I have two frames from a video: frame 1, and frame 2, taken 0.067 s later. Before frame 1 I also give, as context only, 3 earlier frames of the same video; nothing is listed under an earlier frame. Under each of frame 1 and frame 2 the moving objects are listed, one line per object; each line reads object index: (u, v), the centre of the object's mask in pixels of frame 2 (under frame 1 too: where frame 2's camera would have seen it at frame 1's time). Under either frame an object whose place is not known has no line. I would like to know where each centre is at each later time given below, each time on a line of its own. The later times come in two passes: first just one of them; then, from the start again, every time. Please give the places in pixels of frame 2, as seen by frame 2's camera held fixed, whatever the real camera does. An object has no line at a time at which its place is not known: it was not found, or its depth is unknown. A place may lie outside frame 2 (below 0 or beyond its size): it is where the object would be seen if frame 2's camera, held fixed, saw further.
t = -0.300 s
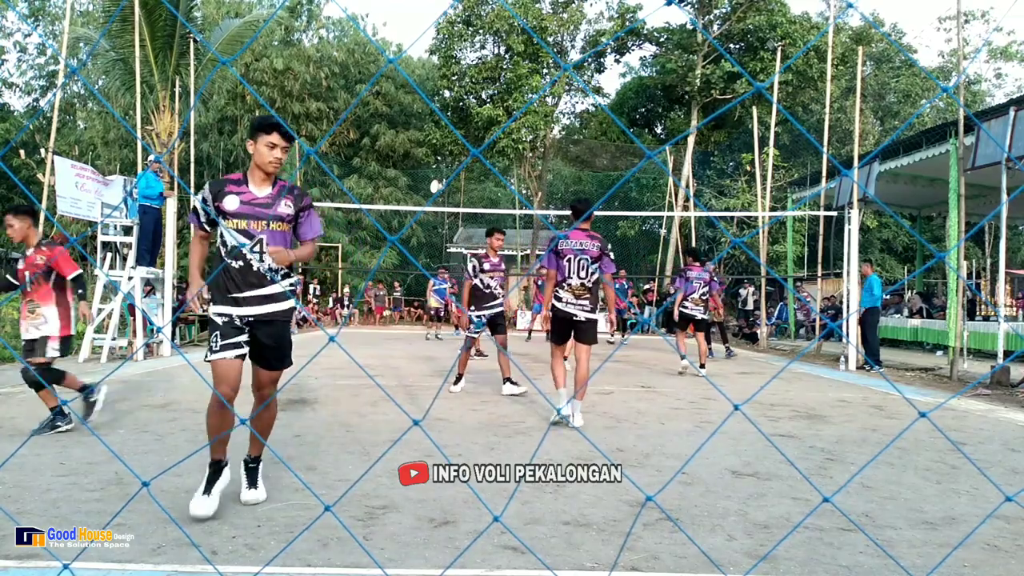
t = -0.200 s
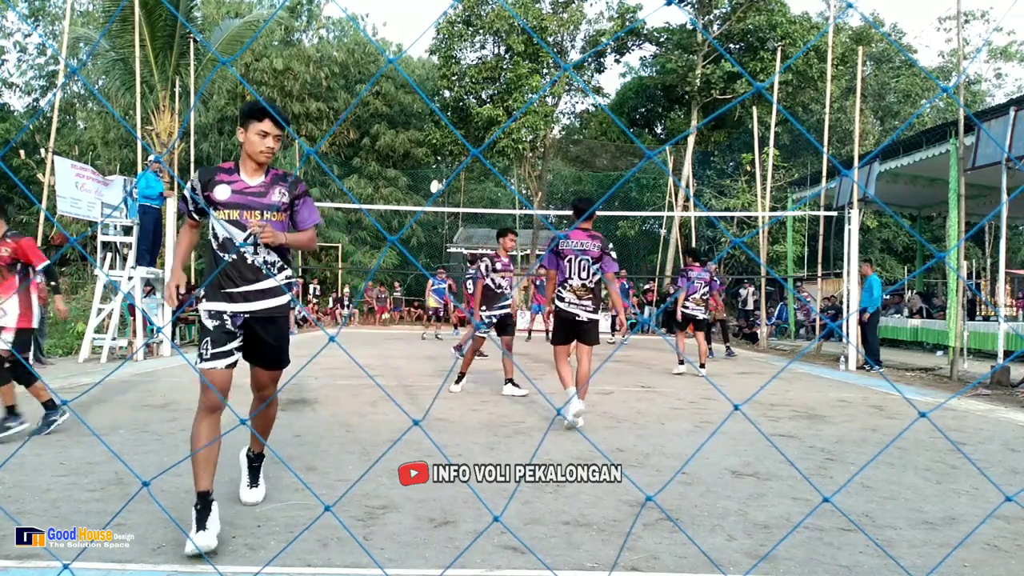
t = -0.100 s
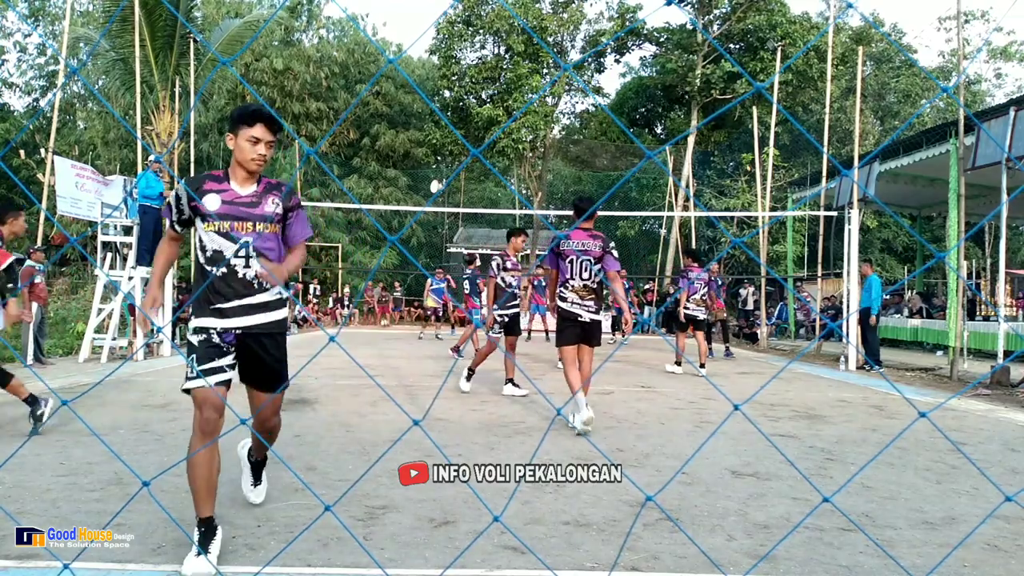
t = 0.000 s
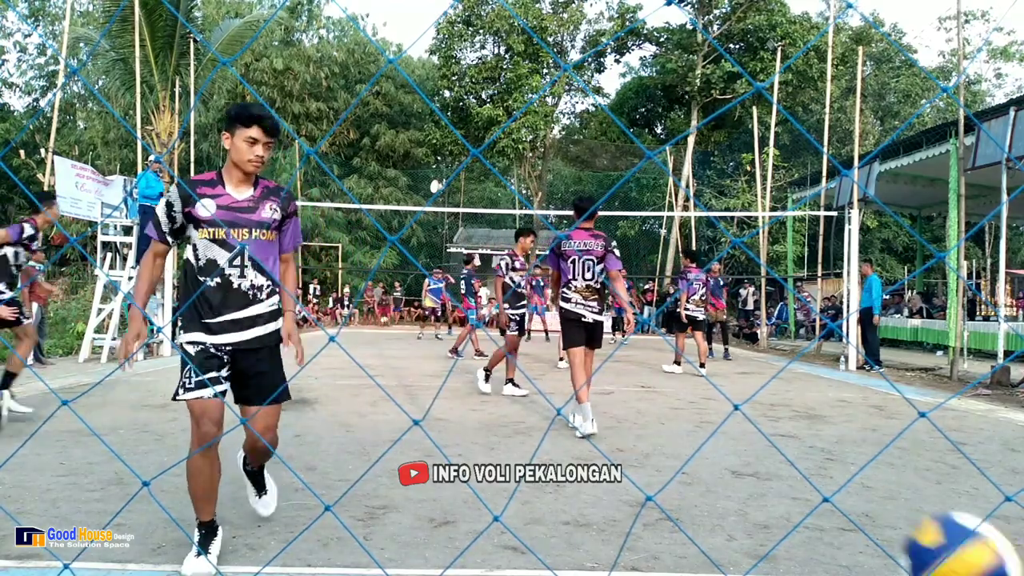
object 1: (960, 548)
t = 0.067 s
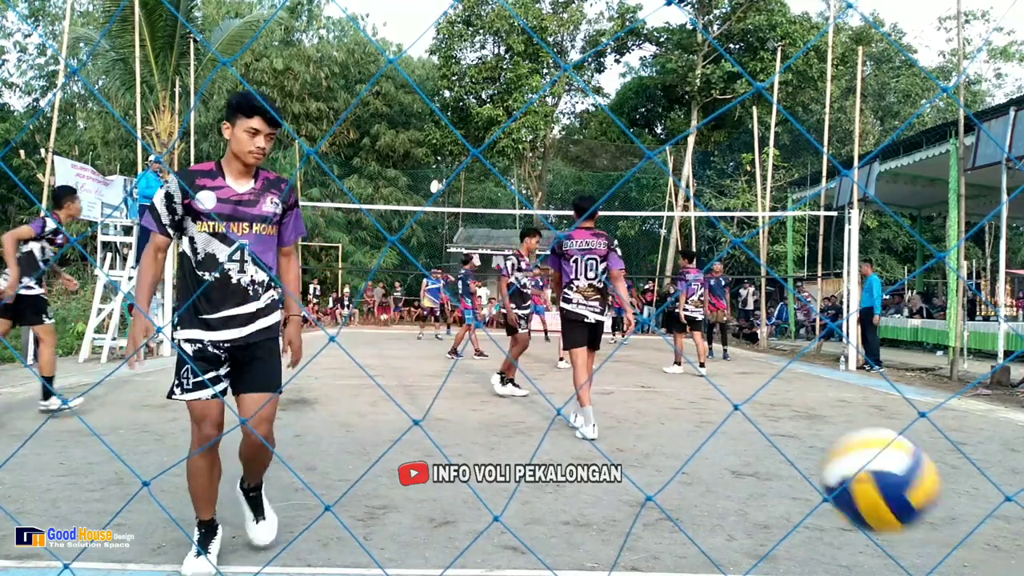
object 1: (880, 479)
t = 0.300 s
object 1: (598, 336)
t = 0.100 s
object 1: (839, 445)
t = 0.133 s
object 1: (800, 415)
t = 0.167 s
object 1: (758, 389)
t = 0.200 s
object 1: (715, 365)
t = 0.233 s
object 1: (677, 353)
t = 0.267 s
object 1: (636, 343)
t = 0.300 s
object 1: (598, 336)
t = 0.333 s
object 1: (557, 336)
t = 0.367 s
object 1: (517, 342)
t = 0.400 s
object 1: (477, 351)
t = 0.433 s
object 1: (438, 366)
